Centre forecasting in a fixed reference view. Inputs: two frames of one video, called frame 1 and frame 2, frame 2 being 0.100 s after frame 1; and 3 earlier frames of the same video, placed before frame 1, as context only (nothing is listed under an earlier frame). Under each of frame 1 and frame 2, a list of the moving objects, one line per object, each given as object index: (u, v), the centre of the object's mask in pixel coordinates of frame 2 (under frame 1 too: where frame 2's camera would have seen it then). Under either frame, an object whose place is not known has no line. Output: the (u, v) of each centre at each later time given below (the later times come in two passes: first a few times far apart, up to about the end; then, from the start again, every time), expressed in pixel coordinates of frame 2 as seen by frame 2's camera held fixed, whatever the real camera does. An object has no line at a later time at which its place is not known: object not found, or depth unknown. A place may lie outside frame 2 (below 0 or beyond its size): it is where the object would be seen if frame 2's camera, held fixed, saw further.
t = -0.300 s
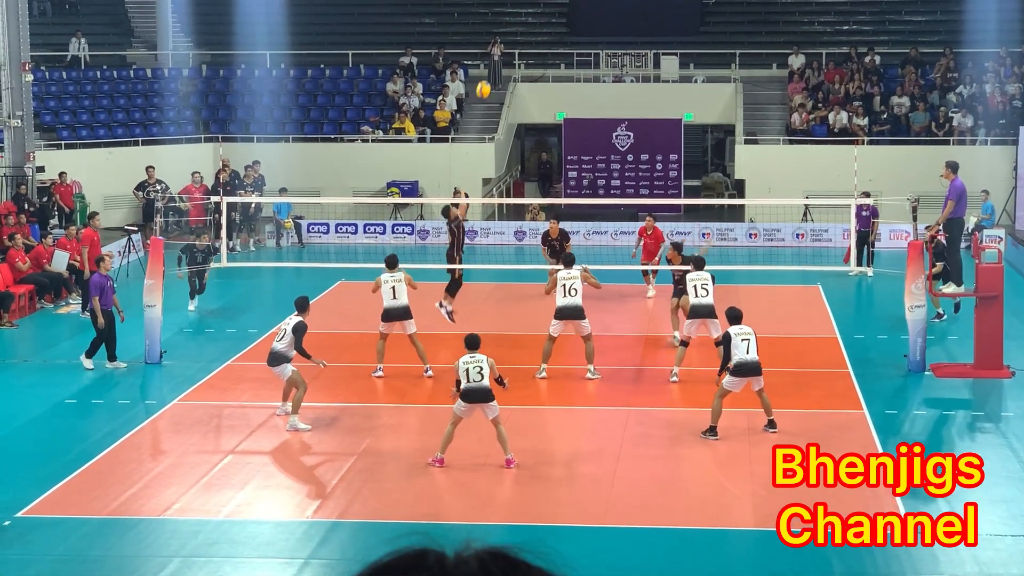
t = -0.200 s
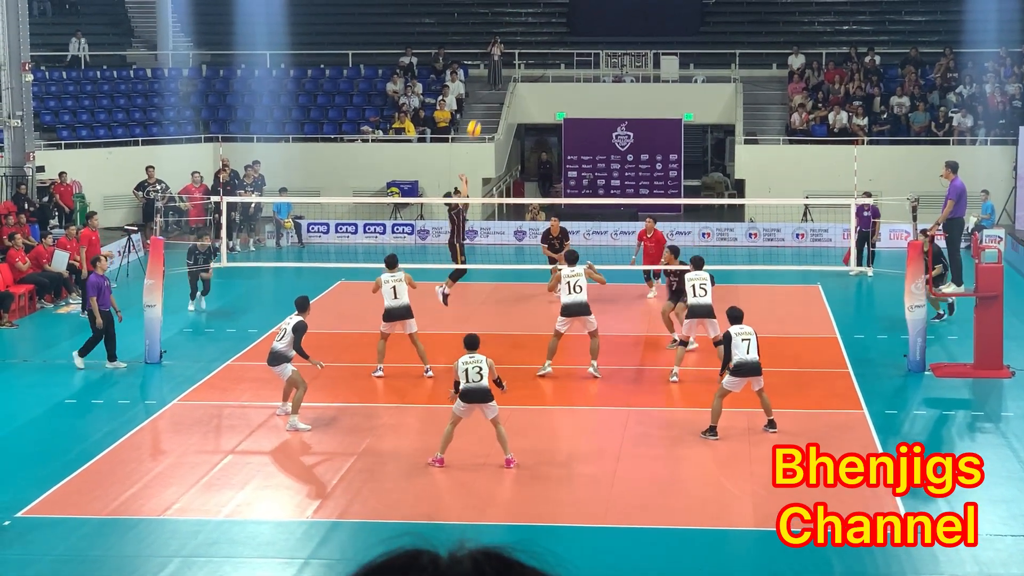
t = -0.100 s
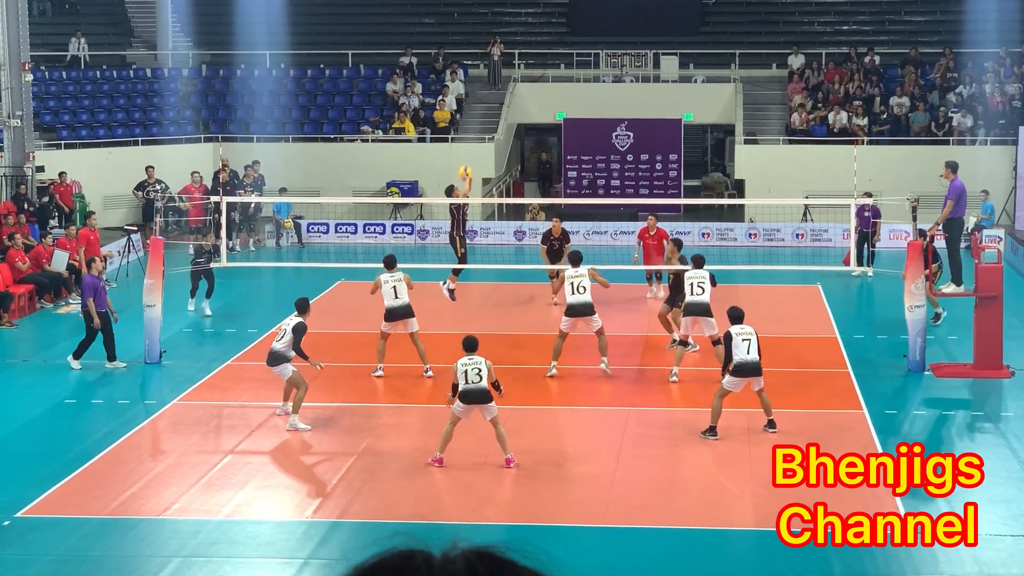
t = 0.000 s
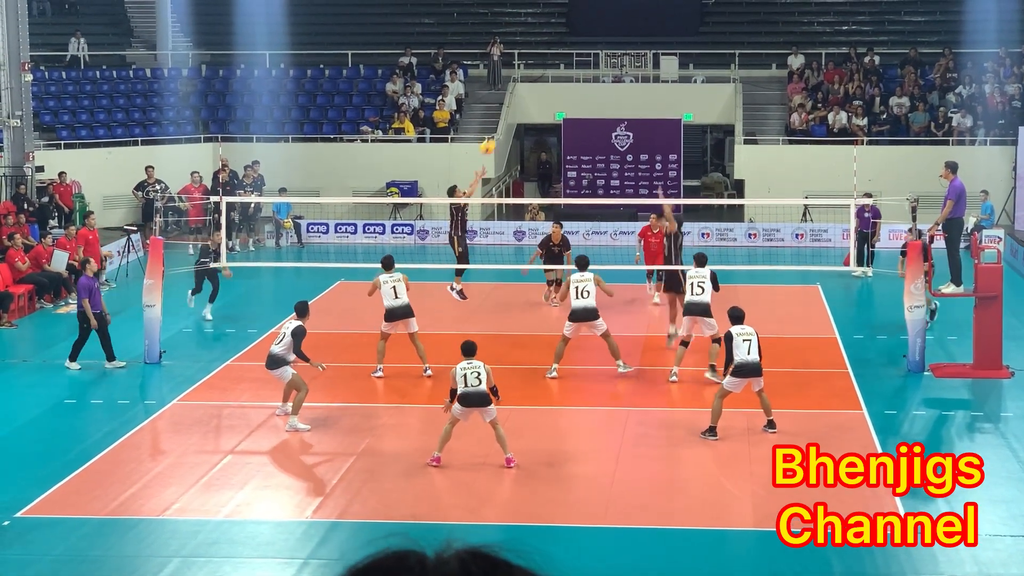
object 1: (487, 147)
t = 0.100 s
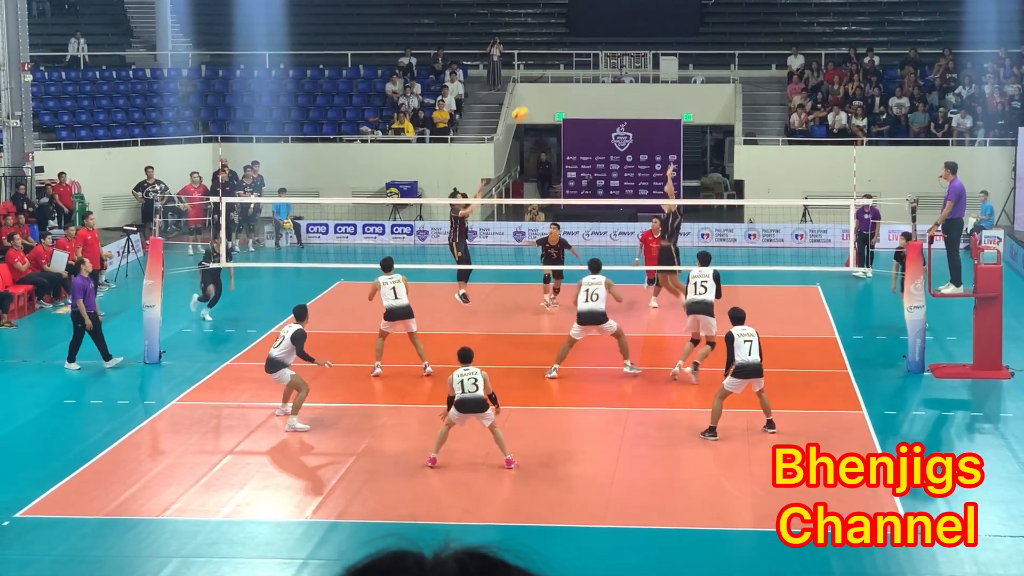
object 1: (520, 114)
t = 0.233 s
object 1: (563, 80)
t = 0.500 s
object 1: (645, 44)
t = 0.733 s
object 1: (715, 51)
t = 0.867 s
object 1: (753, 69)
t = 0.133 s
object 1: (530, 104)
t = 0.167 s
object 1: (542, 96)
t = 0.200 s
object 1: (552, 87)
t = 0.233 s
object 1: (563, 80)
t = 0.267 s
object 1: (573, 73)
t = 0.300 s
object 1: (584, 67)
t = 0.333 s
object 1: (594, 62)
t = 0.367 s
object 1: (604, 57)
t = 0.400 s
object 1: (615, 53)
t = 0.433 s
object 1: (625, 49)
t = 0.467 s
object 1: (635, 47)
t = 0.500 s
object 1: (645, 44)
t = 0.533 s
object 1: (655, 44)
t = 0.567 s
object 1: (665, 44)
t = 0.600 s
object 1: (675, 44)
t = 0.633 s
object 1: (685, 44)
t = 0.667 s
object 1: (695, 46)
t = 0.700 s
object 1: (704, 48)
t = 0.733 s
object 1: (715, 51)
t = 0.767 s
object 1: (724, 54)
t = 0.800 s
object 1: (734, 59)
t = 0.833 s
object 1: (744, 64)
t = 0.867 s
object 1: (753, 69)
